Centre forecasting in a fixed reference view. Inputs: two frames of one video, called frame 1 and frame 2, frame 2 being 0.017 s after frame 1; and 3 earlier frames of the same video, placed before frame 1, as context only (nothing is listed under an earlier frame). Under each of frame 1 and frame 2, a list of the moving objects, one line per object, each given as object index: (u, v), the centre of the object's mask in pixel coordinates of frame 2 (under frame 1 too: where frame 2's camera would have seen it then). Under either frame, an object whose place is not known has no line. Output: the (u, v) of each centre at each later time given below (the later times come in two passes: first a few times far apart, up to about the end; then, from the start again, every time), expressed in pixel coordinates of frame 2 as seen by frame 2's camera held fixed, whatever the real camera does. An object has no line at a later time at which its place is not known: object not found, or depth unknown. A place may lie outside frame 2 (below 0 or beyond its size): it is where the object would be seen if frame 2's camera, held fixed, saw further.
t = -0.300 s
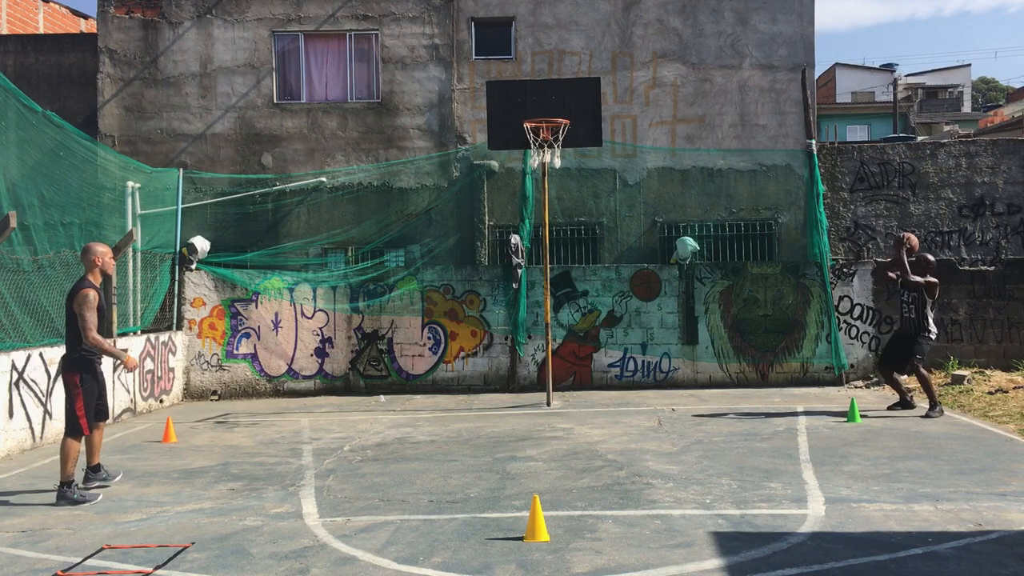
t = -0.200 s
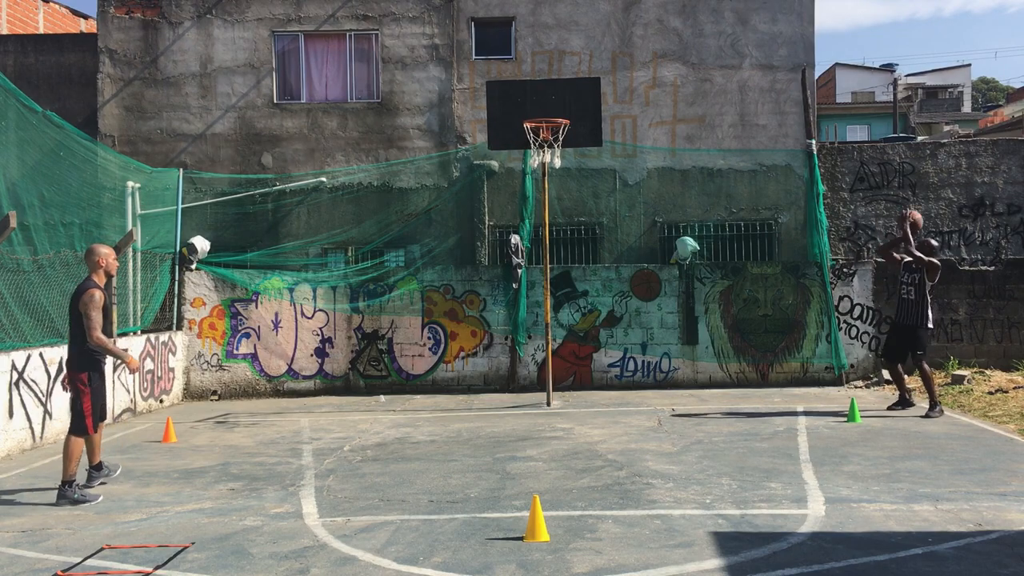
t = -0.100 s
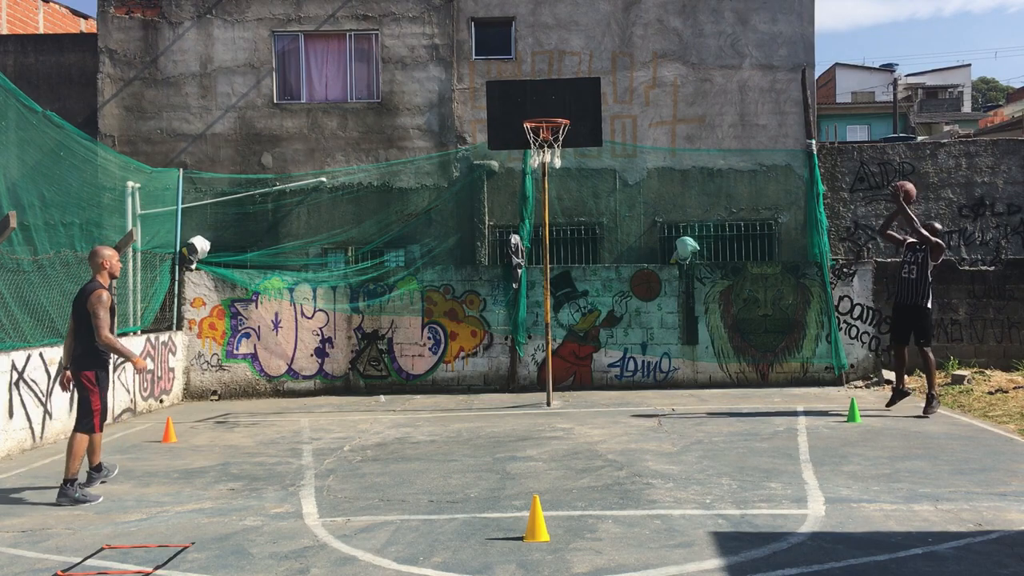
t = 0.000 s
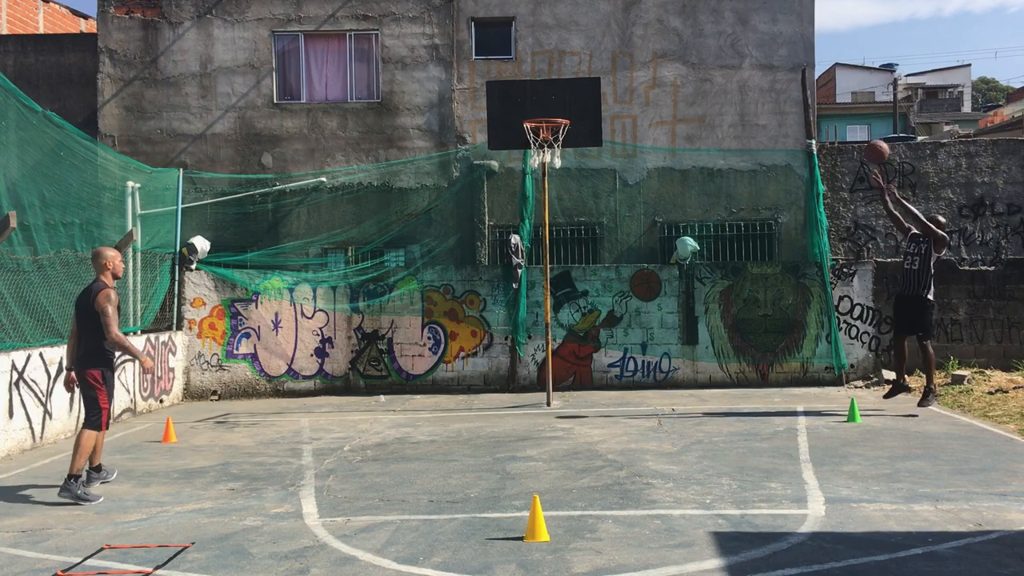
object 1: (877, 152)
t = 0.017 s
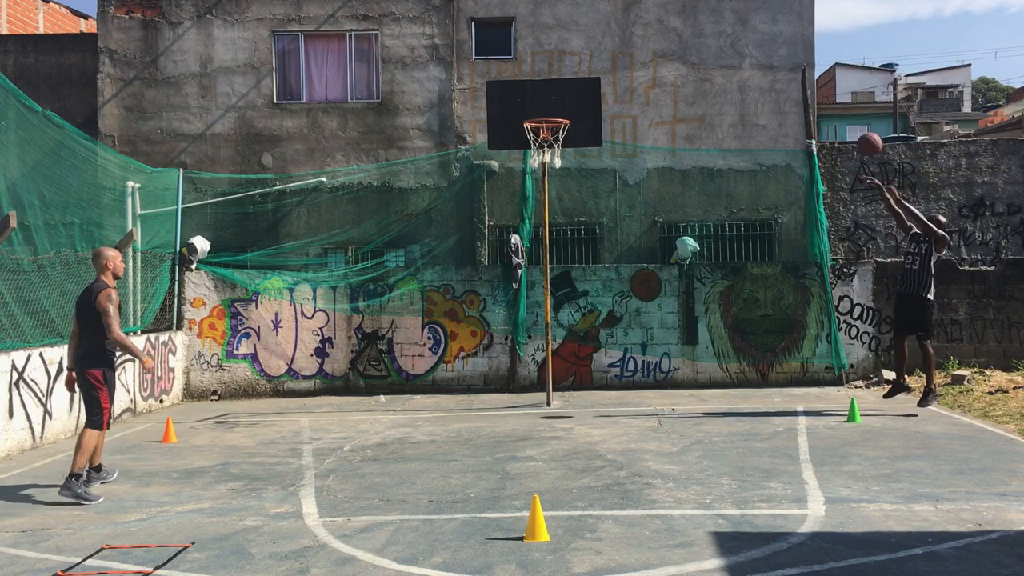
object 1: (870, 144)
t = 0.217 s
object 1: (785, 76)
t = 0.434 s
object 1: (697, 46)
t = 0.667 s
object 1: (604, 63)
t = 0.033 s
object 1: (862, 137)
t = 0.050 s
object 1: (855, 130)
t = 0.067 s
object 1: (848, 123)
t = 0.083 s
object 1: (841, 117)
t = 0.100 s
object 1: (833, 111)
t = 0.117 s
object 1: (827, 104)
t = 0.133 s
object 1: (820, 99)
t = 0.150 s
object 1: (813, 95)
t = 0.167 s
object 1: (806, 90)
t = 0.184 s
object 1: (799, 85)
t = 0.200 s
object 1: (792, 80)
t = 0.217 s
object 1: (785, 76)
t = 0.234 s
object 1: (778, 73)
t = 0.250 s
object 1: (772, 69)
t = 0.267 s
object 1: (765, 65)
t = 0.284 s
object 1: (758, 63)
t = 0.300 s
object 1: (751, 60)
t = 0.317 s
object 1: (744, 57)
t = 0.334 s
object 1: (737, 55)
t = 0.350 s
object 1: (730, 53)
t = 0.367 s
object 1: (724, 51)
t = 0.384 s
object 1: (717, 49)
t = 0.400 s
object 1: (710, 48)
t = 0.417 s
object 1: (704, 47)
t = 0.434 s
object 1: (697, 46)
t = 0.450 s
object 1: (690, 45)
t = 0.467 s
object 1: (683, 45)
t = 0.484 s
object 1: (677, 45)
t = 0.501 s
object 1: (670, 46)
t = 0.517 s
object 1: (663, 46)
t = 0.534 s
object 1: (657, 47)
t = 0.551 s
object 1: (650, 48)
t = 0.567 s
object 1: (644, 50)
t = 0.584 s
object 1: (637, 51)
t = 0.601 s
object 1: (630, 53)
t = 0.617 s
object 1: (624, 55)
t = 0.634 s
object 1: (617, 58)
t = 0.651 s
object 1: (610, 60)
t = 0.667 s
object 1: (604, 63)
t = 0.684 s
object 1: (597, 66)
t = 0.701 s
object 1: (590, 69)
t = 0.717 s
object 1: (584, 73)
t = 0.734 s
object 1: (578, 77)
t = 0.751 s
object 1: (570, 82)
